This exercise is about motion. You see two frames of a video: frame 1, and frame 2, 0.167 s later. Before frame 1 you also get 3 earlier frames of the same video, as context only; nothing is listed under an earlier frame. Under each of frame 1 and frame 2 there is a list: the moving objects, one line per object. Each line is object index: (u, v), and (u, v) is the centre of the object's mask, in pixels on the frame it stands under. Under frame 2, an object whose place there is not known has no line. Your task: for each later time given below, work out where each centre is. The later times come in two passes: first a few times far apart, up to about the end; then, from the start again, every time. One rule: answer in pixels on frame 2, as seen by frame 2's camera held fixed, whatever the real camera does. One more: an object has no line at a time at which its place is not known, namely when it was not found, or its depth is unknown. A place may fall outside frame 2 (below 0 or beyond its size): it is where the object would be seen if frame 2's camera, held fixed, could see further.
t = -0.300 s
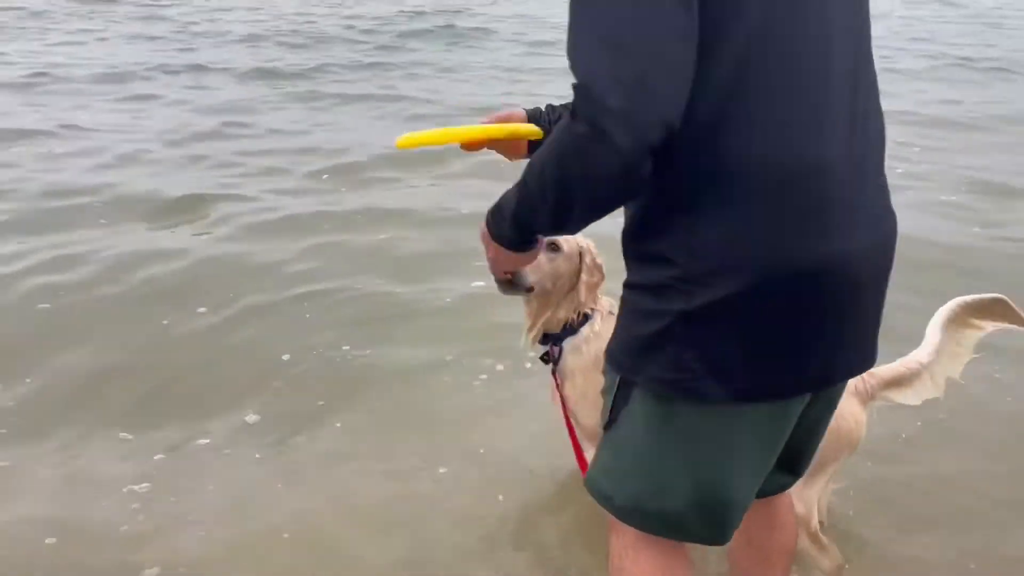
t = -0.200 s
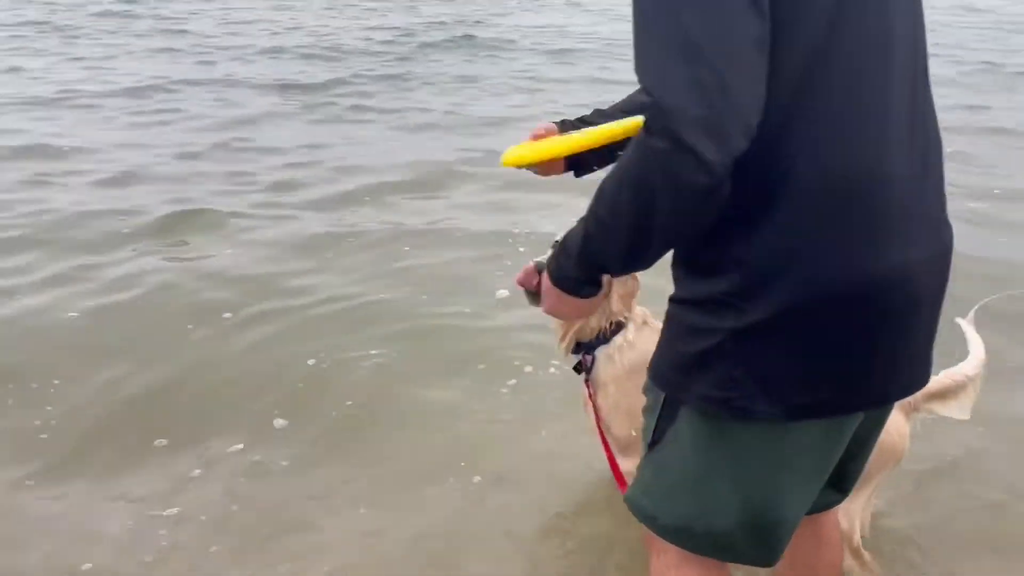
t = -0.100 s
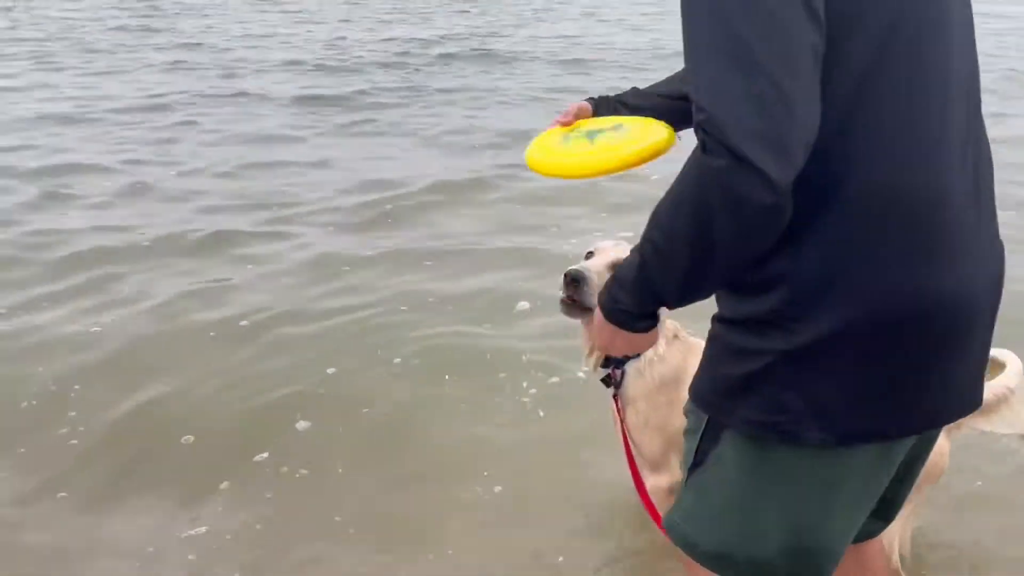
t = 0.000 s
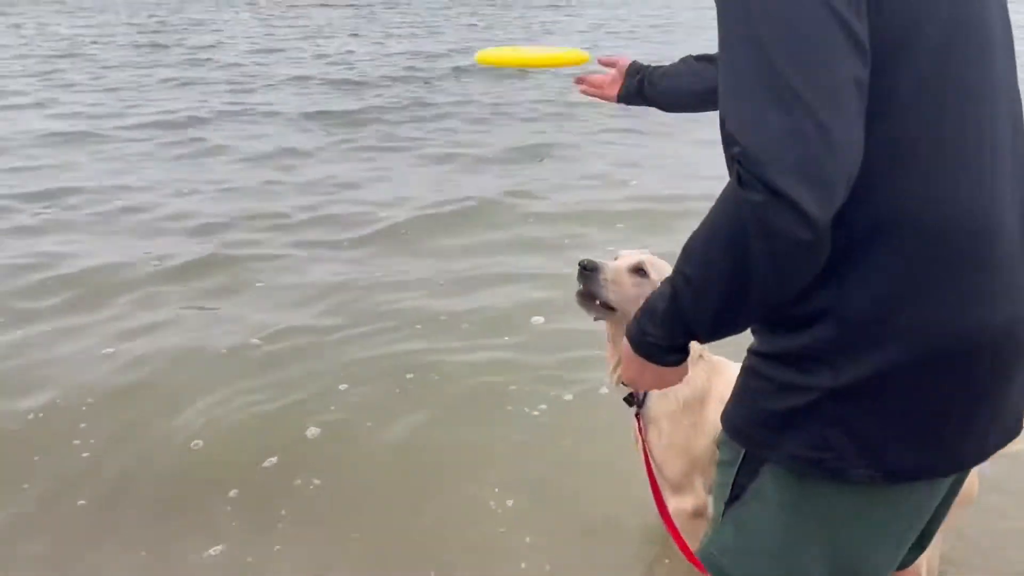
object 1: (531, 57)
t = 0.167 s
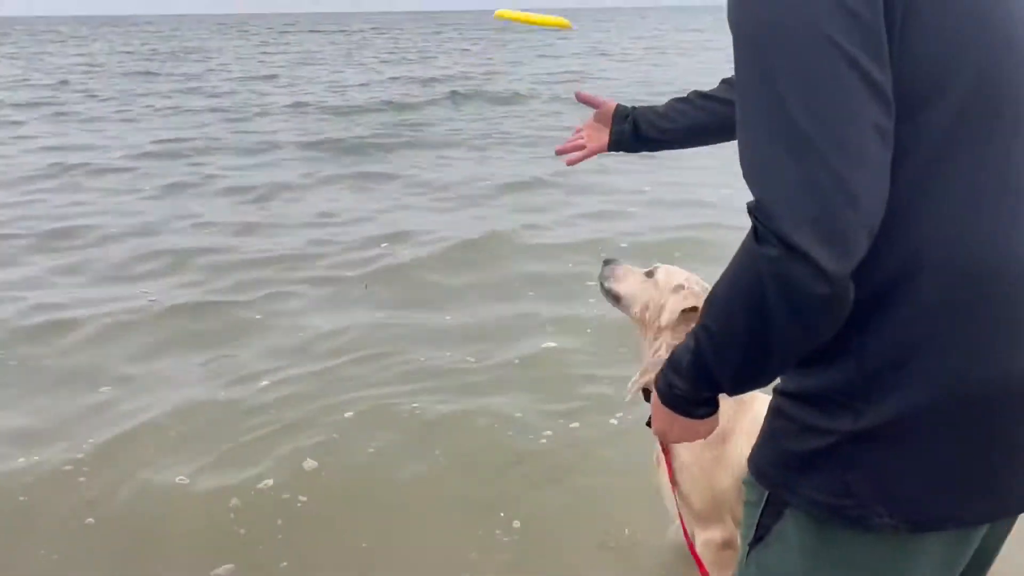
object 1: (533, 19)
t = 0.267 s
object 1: (538, 24)
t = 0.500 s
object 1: (562, 54)
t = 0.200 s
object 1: (533, 19)
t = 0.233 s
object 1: (536, 21)
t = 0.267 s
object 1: (538, 24)
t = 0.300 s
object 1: (541, 27)
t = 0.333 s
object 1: (545, 32)
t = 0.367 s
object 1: (547, 36)
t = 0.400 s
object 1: (550, 41)
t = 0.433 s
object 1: (556, 46)
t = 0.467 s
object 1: (560, 50)
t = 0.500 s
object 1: (562, 54)
